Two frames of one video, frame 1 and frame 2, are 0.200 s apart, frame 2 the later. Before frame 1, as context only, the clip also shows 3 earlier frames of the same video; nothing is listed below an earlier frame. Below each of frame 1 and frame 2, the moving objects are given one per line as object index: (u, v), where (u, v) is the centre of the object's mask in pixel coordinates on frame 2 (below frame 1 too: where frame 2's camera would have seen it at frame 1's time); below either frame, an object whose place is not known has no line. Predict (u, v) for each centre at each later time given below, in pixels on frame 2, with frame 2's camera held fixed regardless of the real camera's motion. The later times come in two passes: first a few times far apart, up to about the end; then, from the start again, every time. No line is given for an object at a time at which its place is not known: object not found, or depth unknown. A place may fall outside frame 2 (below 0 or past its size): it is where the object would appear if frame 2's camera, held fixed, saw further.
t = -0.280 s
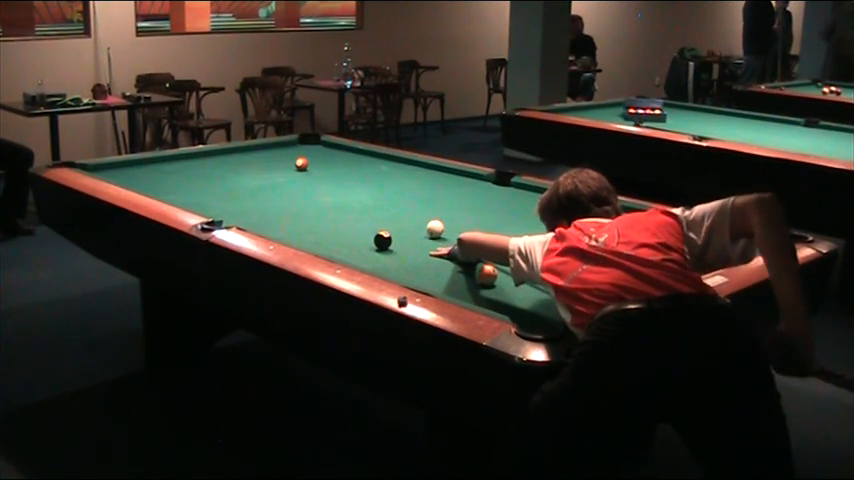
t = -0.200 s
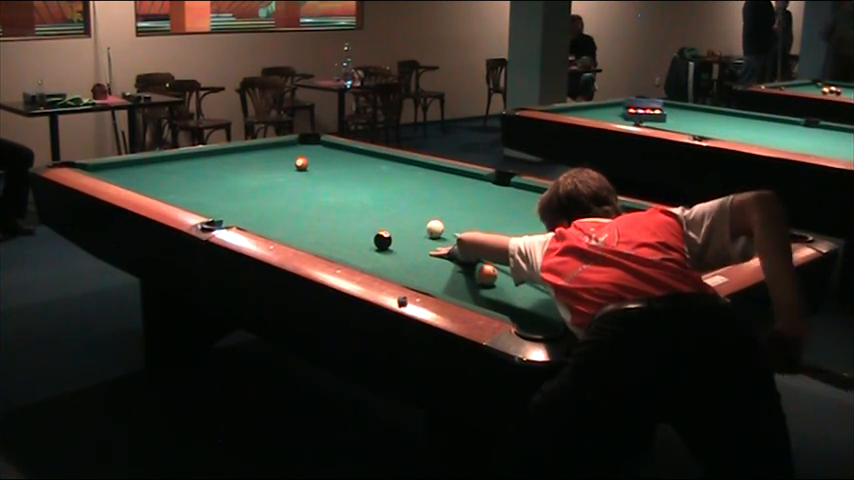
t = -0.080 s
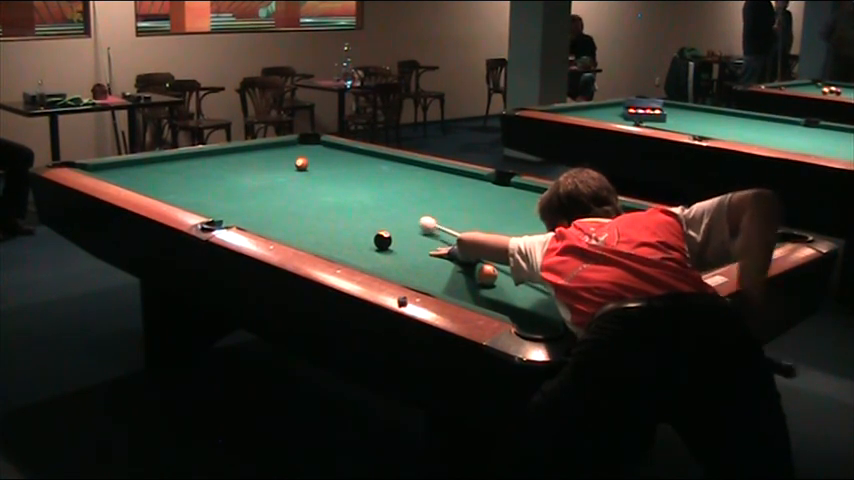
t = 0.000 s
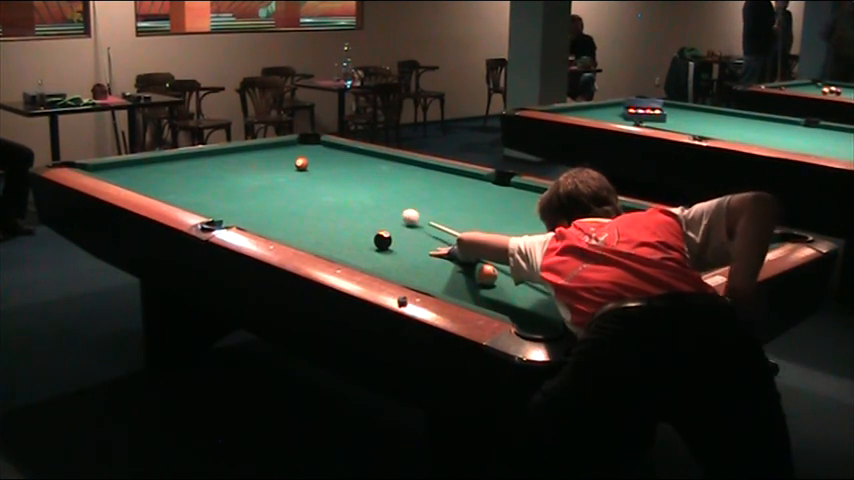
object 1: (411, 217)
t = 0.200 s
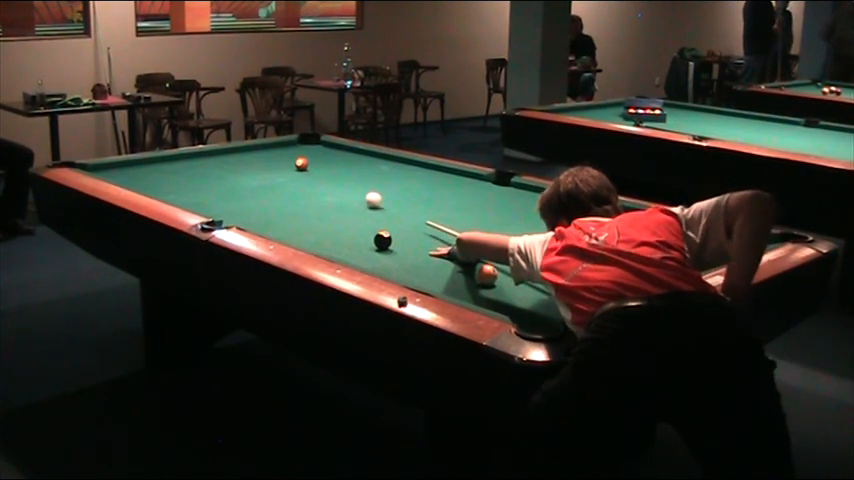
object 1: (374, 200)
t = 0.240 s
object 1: (367, 197)
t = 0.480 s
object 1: (330, 179)
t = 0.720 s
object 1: (298, 166)
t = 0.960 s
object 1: (268, 163)
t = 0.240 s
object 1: (367, 197)
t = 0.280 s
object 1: (360, 194)
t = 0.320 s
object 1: (354, 191)
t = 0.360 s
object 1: (348, 187)
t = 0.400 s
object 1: (341, 185)
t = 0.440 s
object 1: (335, 182)
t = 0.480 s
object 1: (330, 179)
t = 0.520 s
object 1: (324, 177)
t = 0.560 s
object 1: (319, 175)
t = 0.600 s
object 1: (313, 172)
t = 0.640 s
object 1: (308, 170)
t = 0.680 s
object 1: (303, 167)
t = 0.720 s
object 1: (298, 166)
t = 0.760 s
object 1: (293, 166)
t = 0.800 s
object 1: (288, 165)
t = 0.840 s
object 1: (283, 165)
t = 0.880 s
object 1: (278, 164)
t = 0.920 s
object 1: (273, 164)
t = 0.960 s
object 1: (268, 163)
